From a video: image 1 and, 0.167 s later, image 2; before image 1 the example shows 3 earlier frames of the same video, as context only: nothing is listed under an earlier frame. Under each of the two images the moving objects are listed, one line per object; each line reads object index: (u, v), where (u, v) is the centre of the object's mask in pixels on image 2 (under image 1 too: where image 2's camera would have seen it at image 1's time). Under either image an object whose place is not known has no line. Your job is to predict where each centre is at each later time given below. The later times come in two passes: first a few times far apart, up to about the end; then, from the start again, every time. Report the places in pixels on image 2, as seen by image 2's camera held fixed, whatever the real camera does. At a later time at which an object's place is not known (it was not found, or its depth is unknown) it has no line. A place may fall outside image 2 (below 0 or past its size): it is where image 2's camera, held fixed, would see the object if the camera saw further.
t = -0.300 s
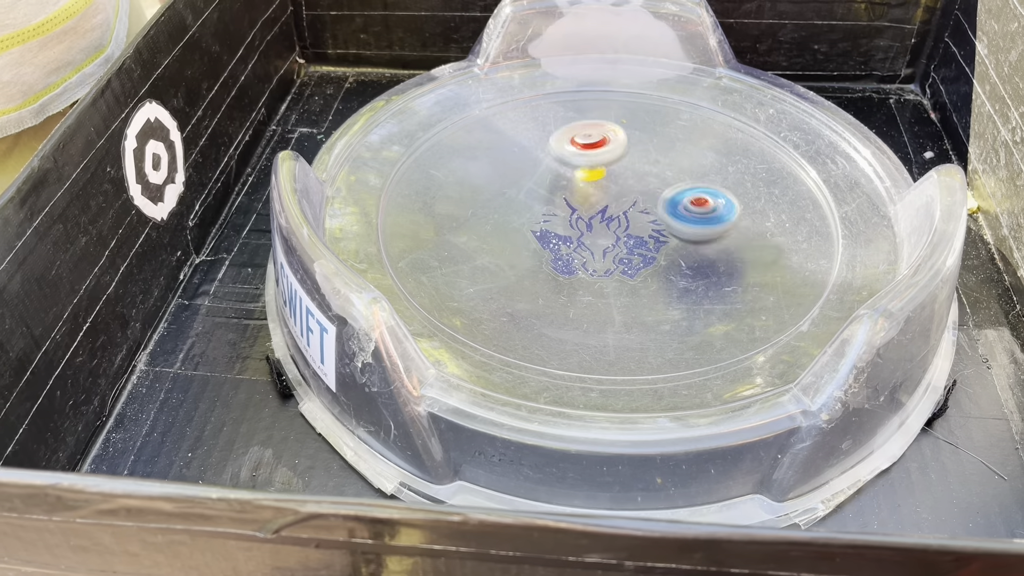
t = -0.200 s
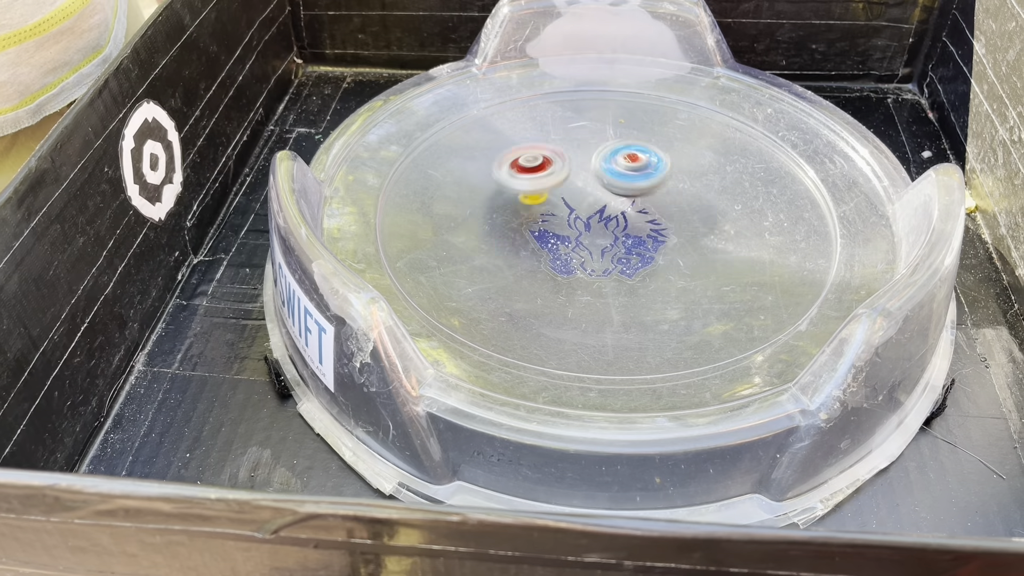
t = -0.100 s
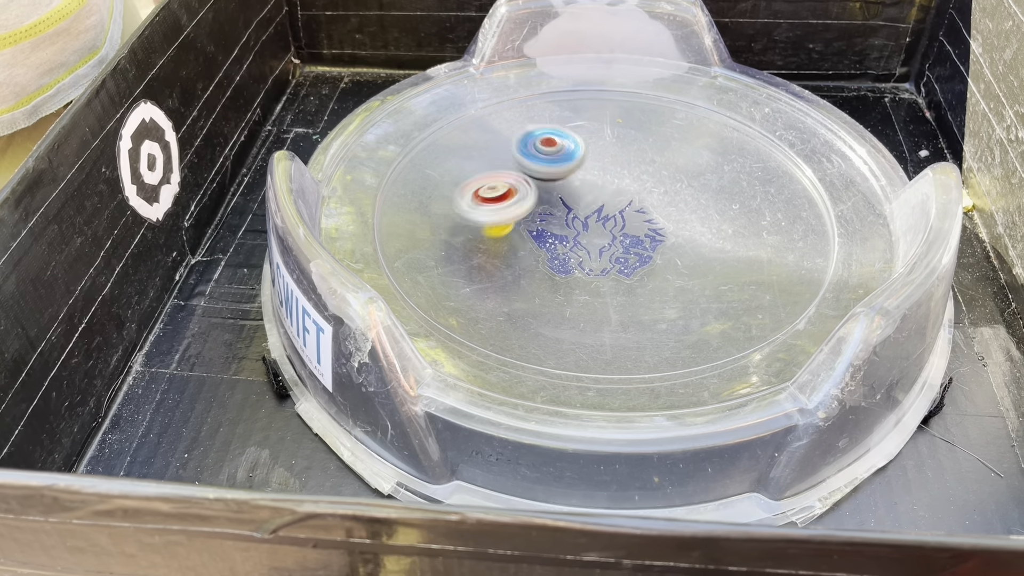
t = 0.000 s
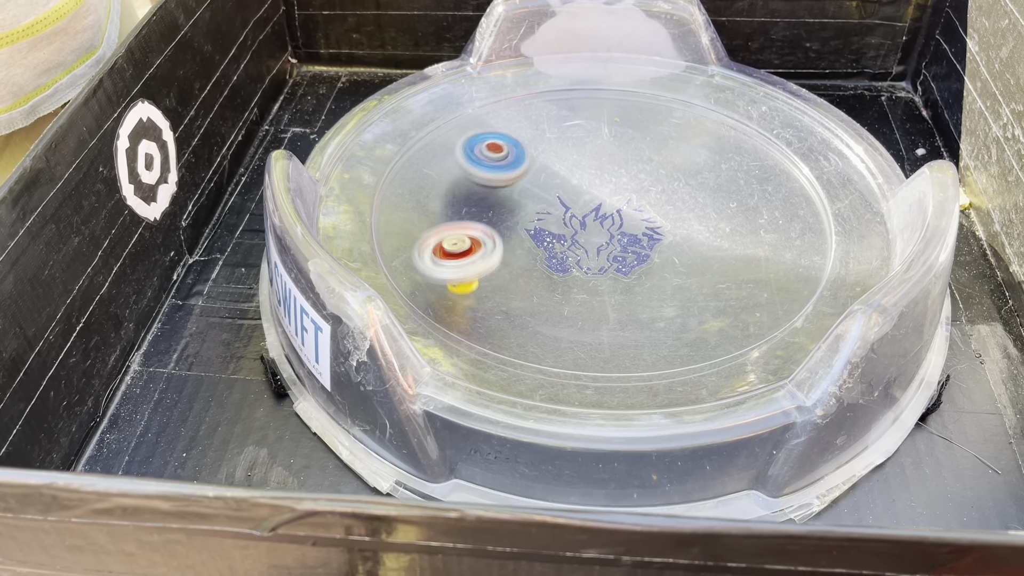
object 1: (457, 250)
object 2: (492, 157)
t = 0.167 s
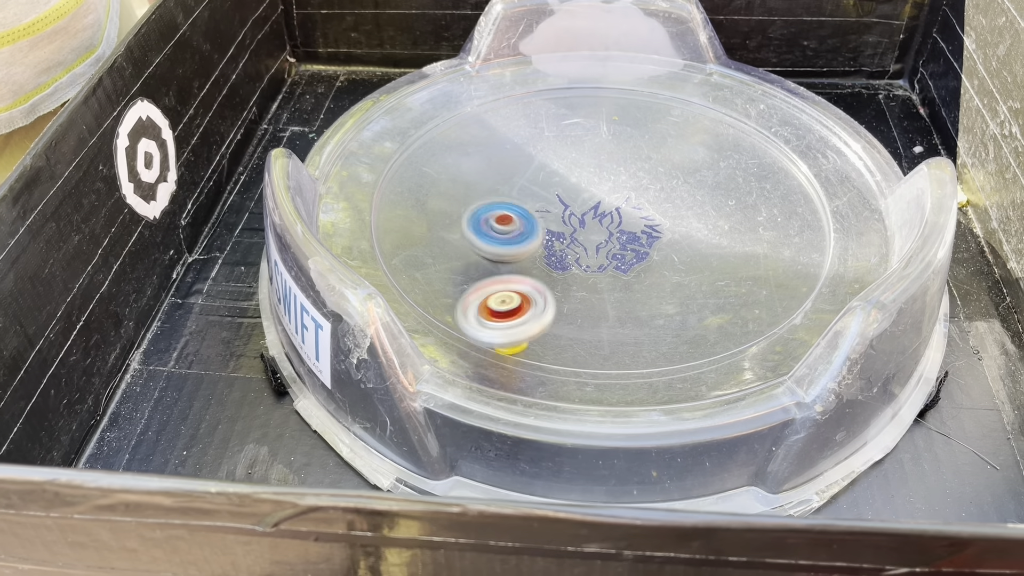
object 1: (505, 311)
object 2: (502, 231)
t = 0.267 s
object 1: (546, 313)
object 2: (595, 246)
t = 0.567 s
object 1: (616, 288)
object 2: (636, 110)
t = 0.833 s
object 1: (654, 248)
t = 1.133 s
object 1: (726, 165)
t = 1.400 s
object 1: (656, 115)
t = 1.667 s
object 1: (591, 118)
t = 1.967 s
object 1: (544, 158)
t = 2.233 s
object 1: (514, 254)
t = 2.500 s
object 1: (684, 280)
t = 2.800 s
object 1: (742, 179)
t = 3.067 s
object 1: (631, 130)
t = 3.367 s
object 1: (525, 174)
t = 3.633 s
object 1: (546, 244)
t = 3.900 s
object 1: (662, 258)
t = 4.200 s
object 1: (710, 188)
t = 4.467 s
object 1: (581, 107)
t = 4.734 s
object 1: (494, 153)
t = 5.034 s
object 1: (550, 240)
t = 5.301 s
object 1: (693, 236)
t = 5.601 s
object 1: (723, 168)
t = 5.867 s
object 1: (666, 150)
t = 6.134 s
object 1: (611, 173)
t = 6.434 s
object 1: (603, 222)
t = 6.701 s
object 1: (807, 225)
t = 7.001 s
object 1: (637, 153)
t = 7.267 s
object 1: (511, 163)
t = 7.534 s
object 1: (481, 196)
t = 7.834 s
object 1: (537, 235)
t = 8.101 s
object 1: (569, 326)
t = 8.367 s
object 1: (686, 317)
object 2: (774, 142)
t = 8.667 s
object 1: (775, 235)
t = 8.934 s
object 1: (775, 178)
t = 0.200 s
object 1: (521, 314)
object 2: (530, 241)
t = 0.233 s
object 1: (535, 313)
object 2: (564, 246)
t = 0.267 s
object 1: (546, 313)
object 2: (595, 246)
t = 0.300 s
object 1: (556, 311)
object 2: (624, 238)
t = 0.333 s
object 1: (565, 309)
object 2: (646, 227)
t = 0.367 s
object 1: (573, 307)
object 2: (666, 211)
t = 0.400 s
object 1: (580, 305)
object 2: (675, 192)
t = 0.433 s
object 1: (587, 303)
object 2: (679, 173)
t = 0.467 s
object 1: (594, 299)
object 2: (677, 156)
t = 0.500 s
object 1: (602, 297)
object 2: (669, 139)
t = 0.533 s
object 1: (609, 292)
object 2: (655, 123)
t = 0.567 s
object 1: (616, 288)
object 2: (636, 110)
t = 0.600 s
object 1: (623, 283)
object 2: (614, 103)
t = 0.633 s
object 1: (629, 279)
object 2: (591, 100)
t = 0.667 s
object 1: (635, 274)
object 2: (571, 103)
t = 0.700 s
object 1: (641, 270)
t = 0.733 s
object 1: (646, 264)
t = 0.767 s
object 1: (650, 260)
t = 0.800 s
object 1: (653, 255)
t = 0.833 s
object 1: (654, 248)
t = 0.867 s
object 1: (654, 239)
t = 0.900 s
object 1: (652, 232)
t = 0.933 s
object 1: (669, 225)
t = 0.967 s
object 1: (694, 220)
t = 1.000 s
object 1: (710, 211)
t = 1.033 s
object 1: (719, 203)
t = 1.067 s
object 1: (720, 194)
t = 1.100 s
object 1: (719, 183)
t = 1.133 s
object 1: (726, 165)
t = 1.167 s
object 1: (725, 149)
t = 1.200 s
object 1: (718, 138)
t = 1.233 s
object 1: (708, 130)
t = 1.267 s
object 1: (698, 125)
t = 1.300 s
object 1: (686, 122)
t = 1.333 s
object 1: (676, 119)
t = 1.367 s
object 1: (666, 116)
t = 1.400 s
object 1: (656, 115)
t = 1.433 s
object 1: (648, 114)
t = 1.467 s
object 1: (639, 113)
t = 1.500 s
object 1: (630, 112)
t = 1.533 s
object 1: (622, 112)
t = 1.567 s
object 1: (614, 113)
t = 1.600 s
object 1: (606, 114)
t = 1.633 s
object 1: (598, 116)
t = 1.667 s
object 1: (591, 118)
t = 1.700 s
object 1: (584, 120)
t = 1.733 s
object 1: (577, 123)
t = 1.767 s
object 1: (571, 126)
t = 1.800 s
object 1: (565, 130)
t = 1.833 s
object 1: (559, 135)
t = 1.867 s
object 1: (554, 139)
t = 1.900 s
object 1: (551, 145)
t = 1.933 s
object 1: (548, 151)
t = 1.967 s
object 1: (544, 158)
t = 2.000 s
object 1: (543, 165)
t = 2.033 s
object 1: (529, 176)
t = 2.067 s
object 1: (506, 187)
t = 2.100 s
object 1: (492, 200)
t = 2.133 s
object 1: (488, 214)
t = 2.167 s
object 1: (491, 229)
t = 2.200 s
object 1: (499, 242)
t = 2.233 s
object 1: (514, 254)
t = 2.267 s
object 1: (530, 265)
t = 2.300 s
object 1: (549, 273)
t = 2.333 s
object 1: (570, 281)
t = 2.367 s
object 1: (593, 286)
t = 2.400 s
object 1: (616, 288)
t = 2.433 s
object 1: (640, 288)
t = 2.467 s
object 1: (663, 285)
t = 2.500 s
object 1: (684, 280)
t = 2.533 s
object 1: (703, 272)
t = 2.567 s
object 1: (720, 263)
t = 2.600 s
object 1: (734, 252)
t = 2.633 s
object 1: (744, 240)
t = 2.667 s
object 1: (749, 228)
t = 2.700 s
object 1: (752, 215)
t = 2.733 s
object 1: (751, 203)
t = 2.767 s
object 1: (748, 191)
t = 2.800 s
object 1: (742, 179)
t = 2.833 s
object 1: (733, 169)
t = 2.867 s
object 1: (722, 160)
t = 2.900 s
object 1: (710, 151)
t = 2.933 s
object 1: (695, 144)
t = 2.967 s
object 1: (680, 138)
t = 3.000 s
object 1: (664, 134)
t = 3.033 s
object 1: (647, 132)
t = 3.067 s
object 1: (631, 130)
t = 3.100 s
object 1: (614, 130)
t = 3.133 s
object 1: (599, 132)
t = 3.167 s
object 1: (584, 134)
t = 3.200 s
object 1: (571, 138)
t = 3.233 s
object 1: (559, 144)
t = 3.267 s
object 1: (550, 151)
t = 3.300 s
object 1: (541, 157)
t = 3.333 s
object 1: (532, 166)
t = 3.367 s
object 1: (525, 174)
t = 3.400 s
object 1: (520, 182)
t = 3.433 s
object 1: (517, 191)
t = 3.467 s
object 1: (517, 200)
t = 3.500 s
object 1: (519, 209)
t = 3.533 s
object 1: (523, 218)
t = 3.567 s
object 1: (529, 227)
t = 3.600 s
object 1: (537, 235)
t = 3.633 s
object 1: (546, 244)
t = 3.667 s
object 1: (559, 249)
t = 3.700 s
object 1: (572, 254)
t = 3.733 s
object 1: (586, 259)
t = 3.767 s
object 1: (601, 261)
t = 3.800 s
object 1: (617, 263)
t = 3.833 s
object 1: (632, 263)
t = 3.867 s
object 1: (647, 261)
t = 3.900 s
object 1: (662, 258)
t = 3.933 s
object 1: (675, 253)
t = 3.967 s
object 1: (687, 247)
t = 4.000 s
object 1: (698, 240)
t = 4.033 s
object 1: (707, 232)
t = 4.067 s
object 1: (711, 222)
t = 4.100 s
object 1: (714, 213)
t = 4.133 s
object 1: (714, 204)
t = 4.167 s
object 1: (713, 196)
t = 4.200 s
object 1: (710, 188)
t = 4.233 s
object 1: (705, 177)
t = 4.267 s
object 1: (693, 156)
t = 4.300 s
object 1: (678, 139)
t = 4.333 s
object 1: (660, 125)
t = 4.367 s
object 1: (640, 117)
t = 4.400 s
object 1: (619, 111)
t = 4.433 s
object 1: (600, 108)
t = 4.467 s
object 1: (581, 107)
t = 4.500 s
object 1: (565, 108)
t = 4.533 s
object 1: (551, 111)
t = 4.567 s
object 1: (537, 115)
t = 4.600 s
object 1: (526, 120)
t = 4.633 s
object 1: (516, 127)
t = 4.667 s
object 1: (507, 135)
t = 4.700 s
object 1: (499, 143)
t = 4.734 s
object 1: (494, 153)
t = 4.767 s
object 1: (490, 163)
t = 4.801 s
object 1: (488, 173)
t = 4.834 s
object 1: (489, 183)
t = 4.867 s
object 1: (493, 194)
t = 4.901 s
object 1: (499, 205)
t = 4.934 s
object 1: (509, 214)
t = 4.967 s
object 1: (521, 224)
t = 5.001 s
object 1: (534, 232)
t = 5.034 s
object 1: (550, 240)
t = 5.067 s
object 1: (568, 246)
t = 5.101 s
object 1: (586, 251)
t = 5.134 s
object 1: (606, 253)
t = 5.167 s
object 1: (624, 253)
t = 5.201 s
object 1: (643, 252)
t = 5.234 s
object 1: (661, 248)
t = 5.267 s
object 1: (678, 242)
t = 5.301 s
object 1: (693, 236)
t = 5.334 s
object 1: (705, 227)
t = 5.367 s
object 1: (714, 219)
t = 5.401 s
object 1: (721, 211)
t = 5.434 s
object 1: (727, 202)
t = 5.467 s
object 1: (729, 194)
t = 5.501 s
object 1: (730, 186)
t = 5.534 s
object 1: (729, 179)
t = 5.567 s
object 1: (726, 173)
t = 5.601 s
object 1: (723, 168)
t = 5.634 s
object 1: (718, 164)
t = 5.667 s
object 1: (712, 159)
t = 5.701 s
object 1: (706, 155)
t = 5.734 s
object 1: (698, 153)
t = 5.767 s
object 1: (690, 152)
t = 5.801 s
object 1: (681, 151)
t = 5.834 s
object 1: (674, 151)
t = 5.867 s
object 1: (666, 150)
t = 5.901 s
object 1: (659, 151)
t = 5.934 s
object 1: (651, 152)
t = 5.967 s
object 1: (644, 154)
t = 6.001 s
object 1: (636, 157)
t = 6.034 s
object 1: (629, 161)
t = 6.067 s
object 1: (622, 165)
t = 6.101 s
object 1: (616, 168)
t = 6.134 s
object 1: (611, 173)
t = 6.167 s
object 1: (606, 178)
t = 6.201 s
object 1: (602, 184)
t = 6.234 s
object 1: (599, 189)
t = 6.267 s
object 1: (598, 195)
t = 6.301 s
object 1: (596, 201)
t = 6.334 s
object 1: (596, 206)
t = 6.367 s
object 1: (597, 212)
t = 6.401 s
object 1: (599, 217)
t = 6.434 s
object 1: (603, 222)
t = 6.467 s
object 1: (607, 226)
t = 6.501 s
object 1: (612, 231)
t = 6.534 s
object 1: (665, 242)
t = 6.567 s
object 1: (729, 259)
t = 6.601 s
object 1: (788, 264)
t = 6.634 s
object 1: (837, 262)
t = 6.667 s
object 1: (824, 235)
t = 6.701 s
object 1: (807, 225)
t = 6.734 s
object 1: (788, 228)
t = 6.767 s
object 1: (772, 210)
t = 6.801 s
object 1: (756, 202)
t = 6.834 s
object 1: (738, 192)
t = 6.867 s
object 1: (720, 181)
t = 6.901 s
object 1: (700, 172)
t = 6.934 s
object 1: (679, 164)
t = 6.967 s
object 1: (658, 158)
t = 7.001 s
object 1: (637, 153)
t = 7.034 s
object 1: (616, 151)
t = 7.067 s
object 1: (596, 150)
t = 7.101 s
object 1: (578, 151)
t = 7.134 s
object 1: (561, 152)
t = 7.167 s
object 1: (547, 153)
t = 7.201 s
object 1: (534, 156)
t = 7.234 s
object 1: (522, 159)
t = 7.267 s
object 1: (511, 163)
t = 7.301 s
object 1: (503, 166)
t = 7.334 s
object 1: (496, 170)
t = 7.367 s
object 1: (491, 173)
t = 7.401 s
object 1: (486, 178)
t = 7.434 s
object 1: (484, 182)
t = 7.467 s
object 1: (482, 187)
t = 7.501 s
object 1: (481, 192)
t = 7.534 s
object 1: (481, 196)
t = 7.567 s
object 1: (483, 201)
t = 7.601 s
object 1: (485, 206)
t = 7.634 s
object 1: (489, 210)
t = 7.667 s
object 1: (493, 215)
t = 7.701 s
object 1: (500, 219)
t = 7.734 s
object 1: (506, 224)
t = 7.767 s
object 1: (516, 228)
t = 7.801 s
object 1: (526, 232)
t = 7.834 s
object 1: (537, 235)
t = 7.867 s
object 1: (549, 239)
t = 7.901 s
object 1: (546, 250)
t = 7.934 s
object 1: (534, 276)
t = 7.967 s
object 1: (528, 294)
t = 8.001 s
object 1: (532, 308)
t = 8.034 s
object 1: (541, 318)
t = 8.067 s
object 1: (555, 323)
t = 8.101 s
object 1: (569, 326)
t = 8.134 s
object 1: (583, 327)
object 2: (755, 168)
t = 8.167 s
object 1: (598, 327)
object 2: (771, 160)
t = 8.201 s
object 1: (612, 327)
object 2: (785, 154)
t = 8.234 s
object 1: (627, 326)
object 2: (798, 148)
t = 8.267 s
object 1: (642, 325)
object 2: (786, 144)
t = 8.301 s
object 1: (657, 323)
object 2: (778, 143)
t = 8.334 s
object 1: (672, 320)
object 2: (774, 141)
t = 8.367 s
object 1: (686, 317)
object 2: (774, 142)
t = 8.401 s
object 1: (701, 312)
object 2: (774, 145)
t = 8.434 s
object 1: (716, 306)
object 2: (772, 150)
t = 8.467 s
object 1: (729, 299)
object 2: (768, 154)
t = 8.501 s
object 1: (740, 291)
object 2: (764, 160)
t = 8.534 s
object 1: (751, 282)
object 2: (757, 168)
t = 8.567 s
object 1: (760, 271)
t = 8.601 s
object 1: (766, 259)
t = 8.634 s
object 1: (771, 248)
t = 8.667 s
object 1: (775, 235)
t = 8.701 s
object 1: (787, 231)
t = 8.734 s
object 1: (792, 224)
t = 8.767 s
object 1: (793, 216)
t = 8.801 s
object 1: (792, 210)
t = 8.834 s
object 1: (790, 202)
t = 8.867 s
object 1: (786, 195)
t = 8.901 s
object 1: (781, 186)
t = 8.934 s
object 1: (775, 178)
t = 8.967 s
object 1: (764, 173)
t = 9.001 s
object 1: (752, 167)
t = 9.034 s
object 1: (741, 161)
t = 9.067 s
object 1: (729, 155)
